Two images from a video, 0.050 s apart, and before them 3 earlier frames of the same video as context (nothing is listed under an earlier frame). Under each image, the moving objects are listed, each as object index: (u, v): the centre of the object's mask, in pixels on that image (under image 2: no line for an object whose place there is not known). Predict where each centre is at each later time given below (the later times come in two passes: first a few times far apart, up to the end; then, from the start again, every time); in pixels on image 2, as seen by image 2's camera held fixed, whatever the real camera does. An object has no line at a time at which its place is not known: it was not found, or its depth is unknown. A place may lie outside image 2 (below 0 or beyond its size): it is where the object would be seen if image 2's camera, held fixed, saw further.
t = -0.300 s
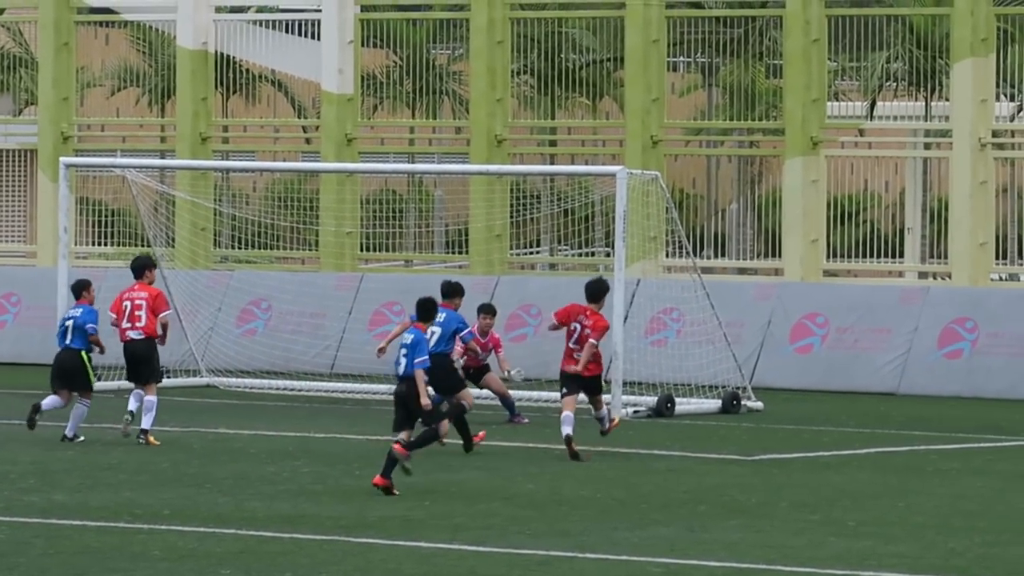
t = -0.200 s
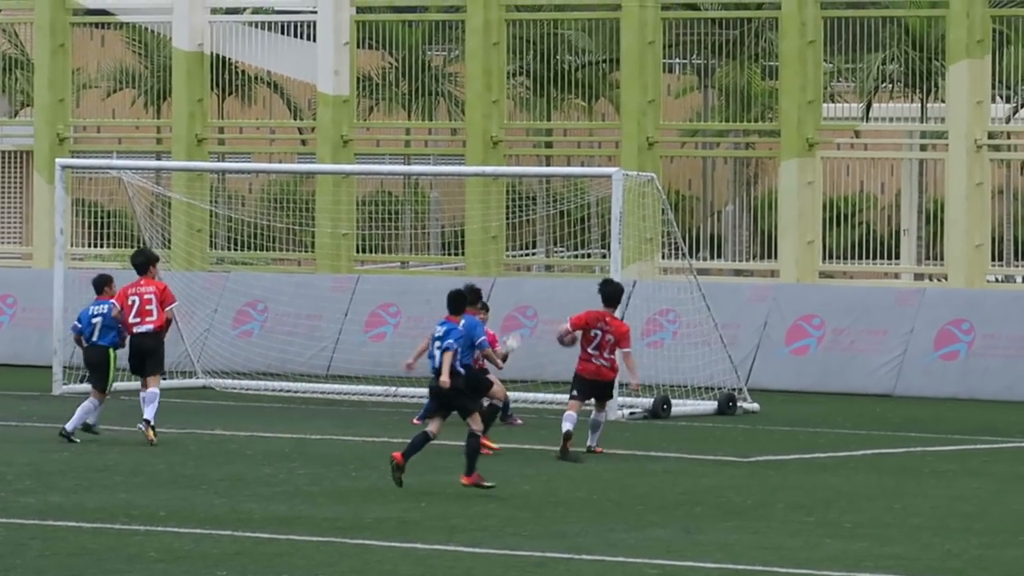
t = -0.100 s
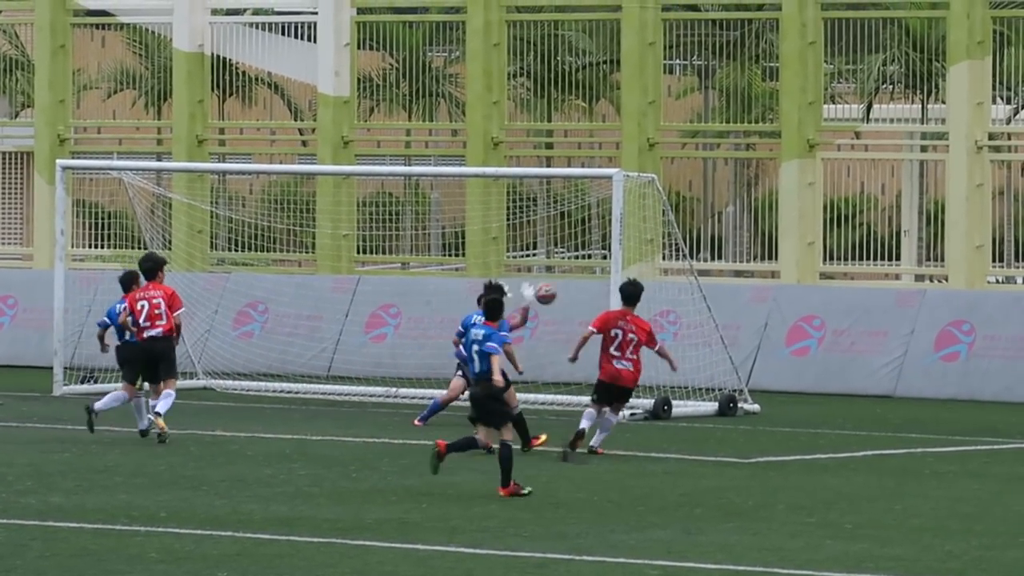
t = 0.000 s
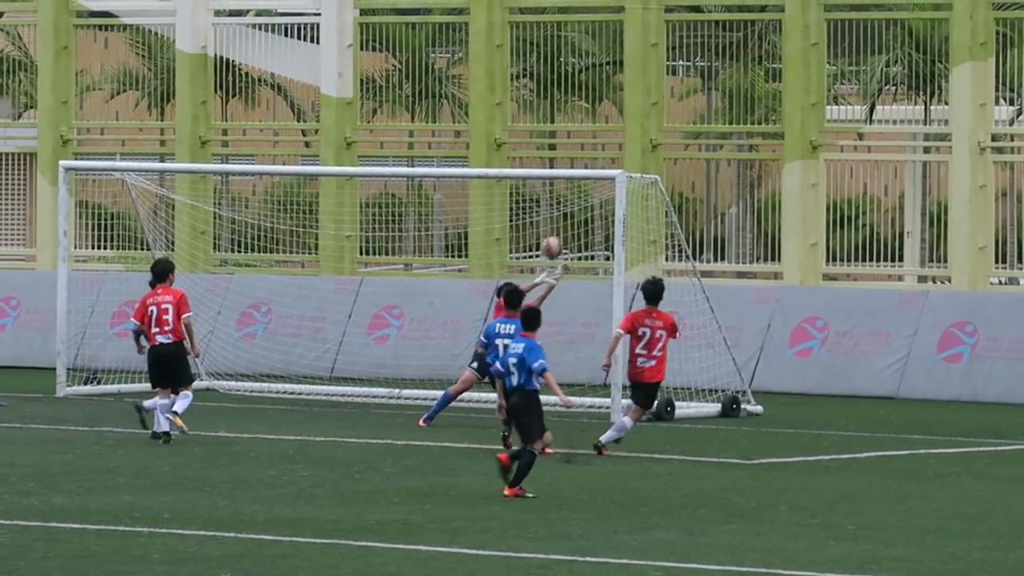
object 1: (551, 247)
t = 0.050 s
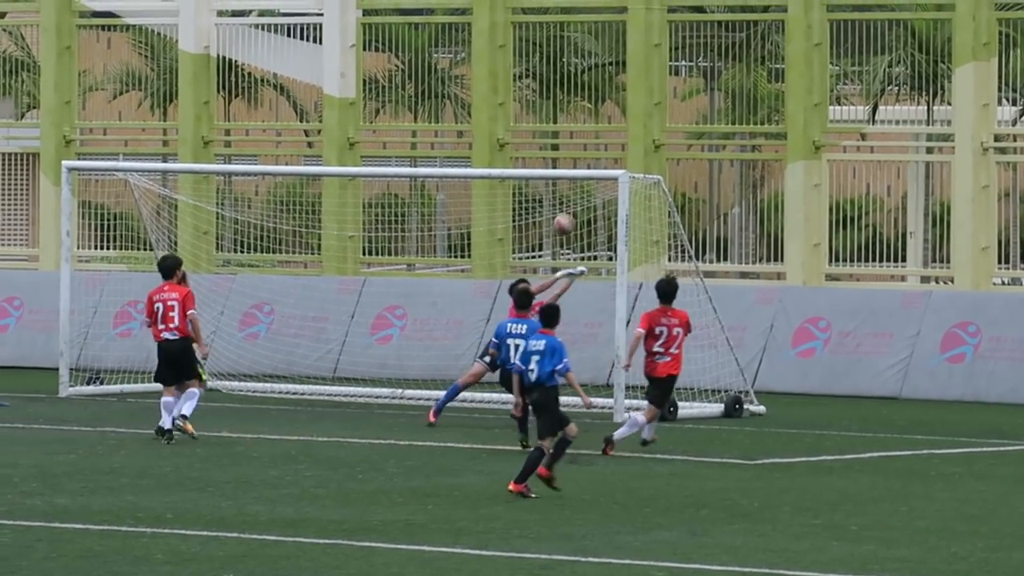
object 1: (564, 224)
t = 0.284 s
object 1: (606, 152)
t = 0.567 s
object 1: (655, 137)
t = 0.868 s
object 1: (703, 205)
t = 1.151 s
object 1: (744, 344)
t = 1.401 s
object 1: (764, 345)
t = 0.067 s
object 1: (567, 218)
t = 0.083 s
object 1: (570, 211)
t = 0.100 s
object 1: (573, 204)
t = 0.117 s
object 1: (576, 198)
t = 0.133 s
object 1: (579, 192)
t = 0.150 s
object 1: (581, 187)
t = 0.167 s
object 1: (585, 182)
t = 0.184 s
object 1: (589, 176)
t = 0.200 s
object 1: (592, 171)
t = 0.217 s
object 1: (594, 167)
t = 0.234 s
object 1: (597, 163)
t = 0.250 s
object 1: (600, 159)
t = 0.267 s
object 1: (604, 155)
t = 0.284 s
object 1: (606, 152)
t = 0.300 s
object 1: (609, 149)
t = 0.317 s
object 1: (613, 146)
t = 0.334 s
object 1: (615, 143)
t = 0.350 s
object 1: (618, 141)
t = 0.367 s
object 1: (621, 139)
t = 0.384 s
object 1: (624, 137)
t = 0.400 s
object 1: (627, 136)
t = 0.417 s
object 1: (630, 134)
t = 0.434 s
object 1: (632, 134)
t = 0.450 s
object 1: (635, 133)
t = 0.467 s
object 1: (638, 133)
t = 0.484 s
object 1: (641, 133)
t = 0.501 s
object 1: (643, 133)
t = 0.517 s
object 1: (646, 134)
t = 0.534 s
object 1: (649, 135)
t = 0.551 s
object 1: (652, 136)
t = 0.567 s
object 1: (655, 137)
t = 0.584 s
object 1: (658, 139)
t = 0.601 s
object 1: (660, 141)
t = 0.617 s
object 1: (663, 143)
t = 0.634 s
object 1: (665, 145)
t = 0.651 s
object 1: (668, 148)
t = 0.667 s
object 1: (671, 151)
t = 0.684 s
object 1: (673, 154)
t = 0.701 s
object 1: (676, 157)
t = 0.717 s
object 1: (679, 161)
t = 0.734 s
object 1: (682, 165)
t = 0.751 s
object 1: (684, 169)
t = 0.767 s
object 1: (687, 173)
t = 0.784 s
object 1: (690, 178)
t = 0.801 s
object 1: (692, 183)
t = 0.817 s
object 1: (695, 188)
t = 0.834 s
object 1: (697, 193)
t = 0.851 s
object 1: (700, 199)
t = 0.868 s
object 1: (703, 205)
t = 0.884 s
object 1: (705, 211)
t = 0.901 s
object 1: (708, 217)
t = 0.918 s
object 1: (710, 224)
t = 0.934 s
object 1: (712, 230)
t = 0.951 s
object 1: (715, 237)
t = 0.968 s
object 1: (717, 245)
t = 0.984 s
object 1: (719, 253)
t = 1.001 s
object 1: (722, 261)
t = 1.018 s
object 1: (724, 269)
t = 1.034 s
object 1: (727, 278)
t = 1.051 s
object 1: (729, 287)
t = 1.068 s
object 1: (732, 296)
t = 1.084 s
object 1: (734, 304)
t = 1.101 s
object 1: (737, 314)
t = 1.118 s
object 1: (739, 324)
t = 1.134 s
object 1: (742, 334)
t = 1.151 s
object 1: (744, 344)
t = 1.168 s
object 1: (747, 354)
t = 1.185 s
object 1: (750, 365)
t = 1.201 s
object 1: (753, 375)
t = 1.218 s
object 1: (756, 384)
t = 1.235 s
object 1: (758, 395)
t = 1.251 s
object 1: (761, 401)
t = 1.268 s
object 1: (761, 396)
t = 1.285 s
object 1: (760, 390)
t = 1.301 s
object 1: (760, 383)
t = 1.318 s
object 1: (761, 376)
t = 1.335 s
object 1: (762, 369)
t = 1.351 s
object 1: (762, 363)
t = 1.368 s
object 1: (763, 357)
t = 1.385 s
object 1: (764, 351)
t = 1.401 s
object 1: (764, 345)
